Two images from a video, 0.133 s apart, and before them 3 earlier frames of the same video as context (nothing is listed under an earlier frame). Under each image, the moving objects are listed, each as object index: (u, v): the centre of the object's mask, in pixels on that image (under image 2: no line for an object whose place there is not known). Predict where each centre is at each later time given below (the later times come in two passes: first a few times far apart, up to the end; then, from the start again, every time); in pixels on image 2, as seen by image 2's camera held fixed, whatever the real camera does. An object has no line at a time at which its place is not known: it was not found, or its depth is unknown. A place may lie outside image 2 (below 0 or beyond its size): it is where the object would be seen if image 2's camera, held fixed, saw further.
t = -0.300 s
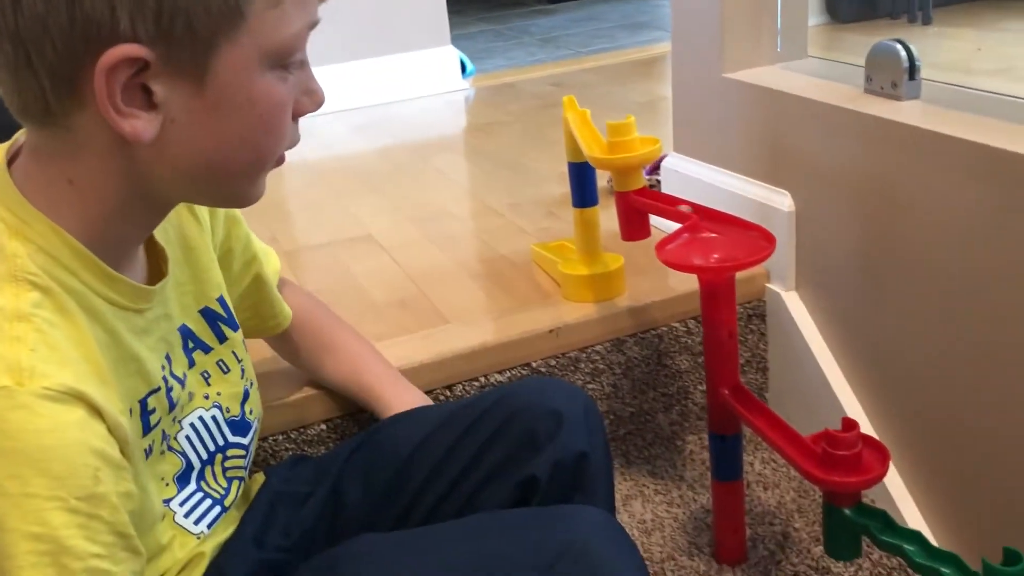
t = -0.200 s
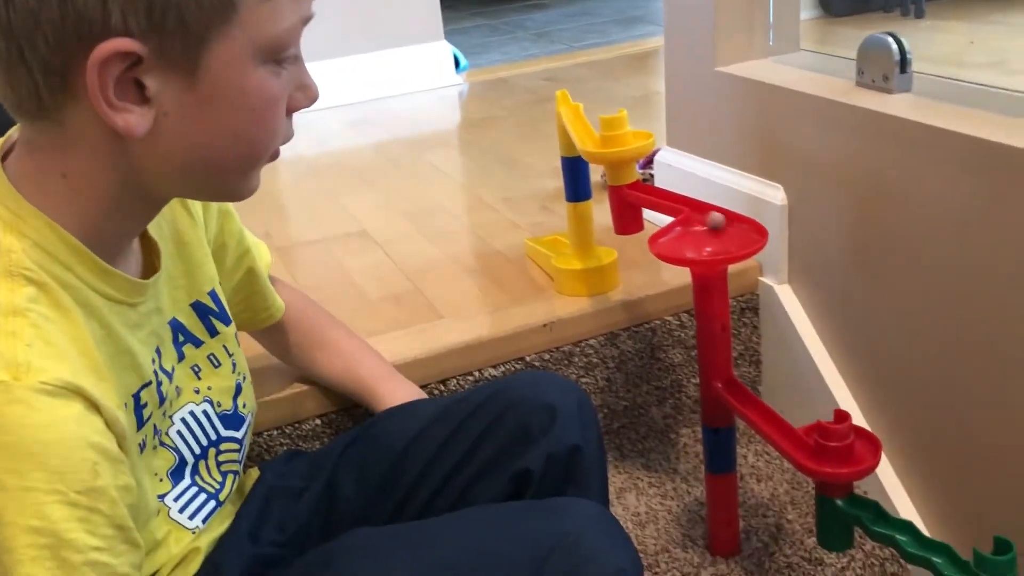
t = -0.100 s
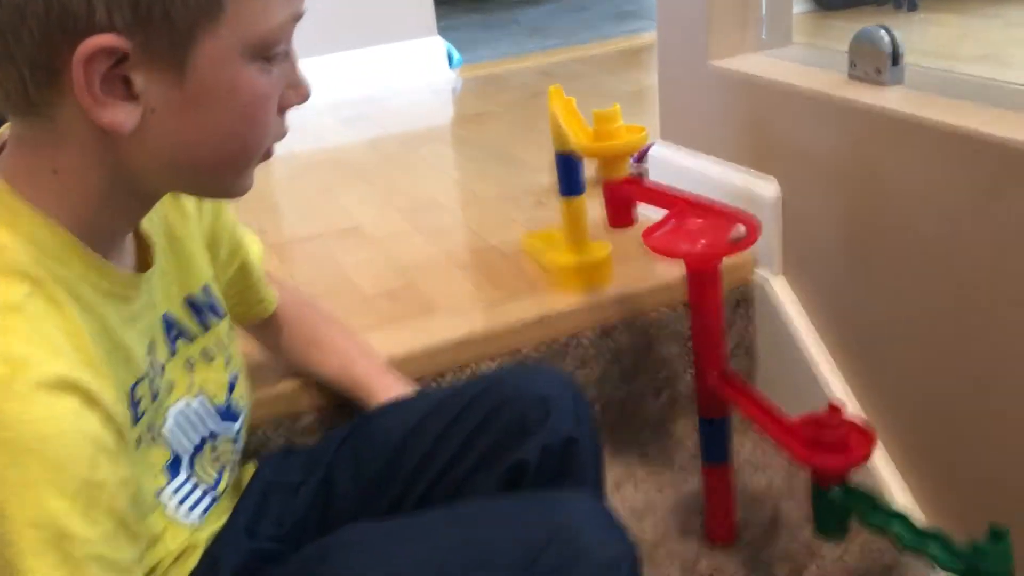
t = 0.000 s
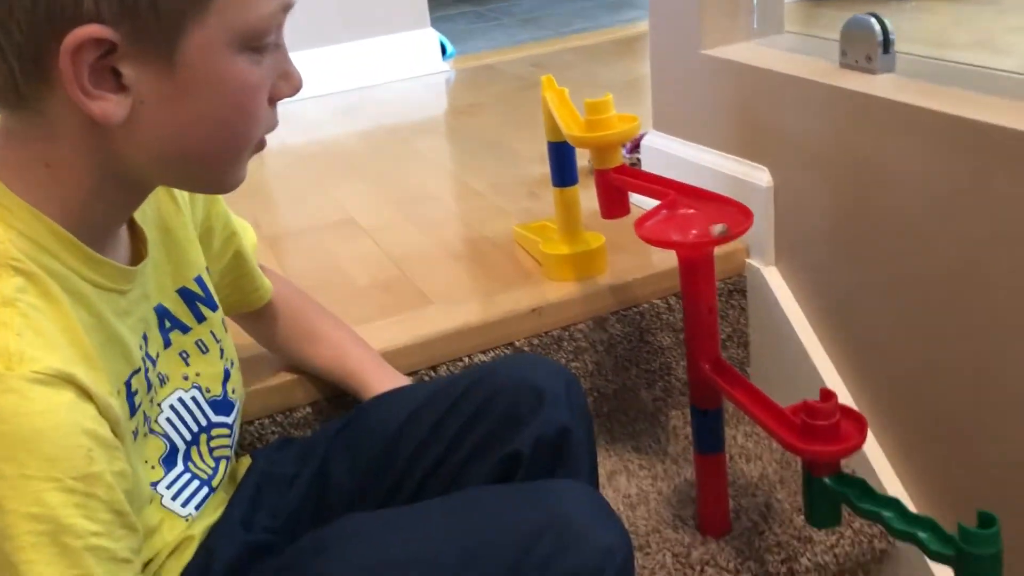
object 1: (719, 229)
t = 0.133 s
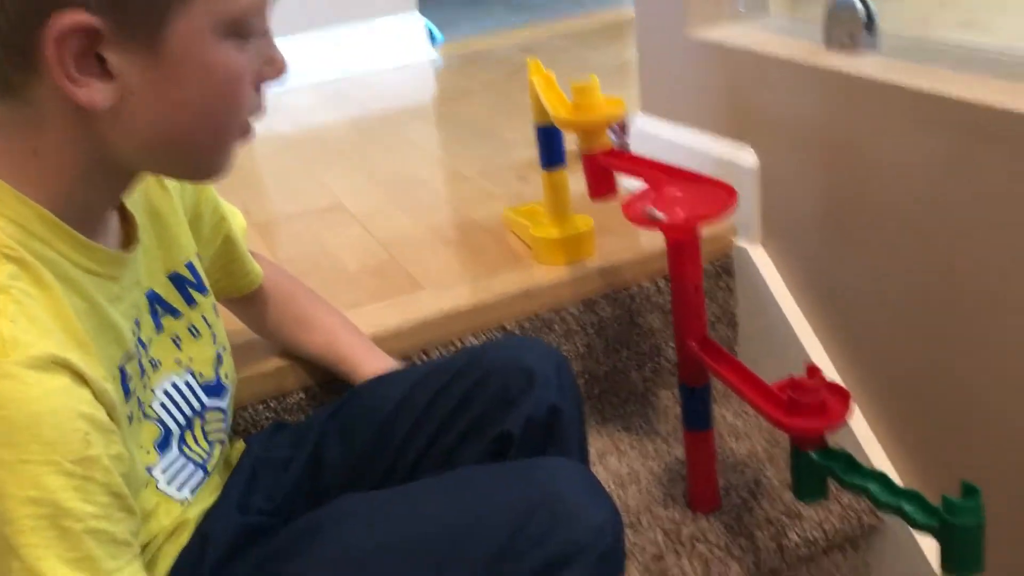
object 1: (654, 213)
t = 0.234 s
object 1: (633, 206)
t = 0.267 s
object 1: (633, 201)
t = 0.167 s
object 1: (644, 212)
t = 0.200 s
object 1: (638, 208)
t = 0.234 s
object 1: (633, 206)
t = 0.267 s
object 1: (633, 201)
